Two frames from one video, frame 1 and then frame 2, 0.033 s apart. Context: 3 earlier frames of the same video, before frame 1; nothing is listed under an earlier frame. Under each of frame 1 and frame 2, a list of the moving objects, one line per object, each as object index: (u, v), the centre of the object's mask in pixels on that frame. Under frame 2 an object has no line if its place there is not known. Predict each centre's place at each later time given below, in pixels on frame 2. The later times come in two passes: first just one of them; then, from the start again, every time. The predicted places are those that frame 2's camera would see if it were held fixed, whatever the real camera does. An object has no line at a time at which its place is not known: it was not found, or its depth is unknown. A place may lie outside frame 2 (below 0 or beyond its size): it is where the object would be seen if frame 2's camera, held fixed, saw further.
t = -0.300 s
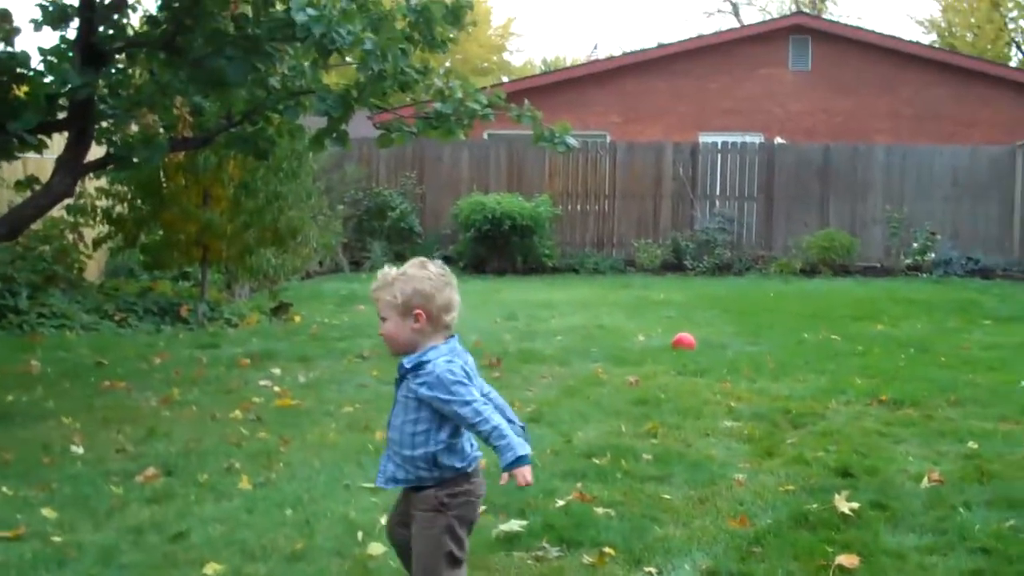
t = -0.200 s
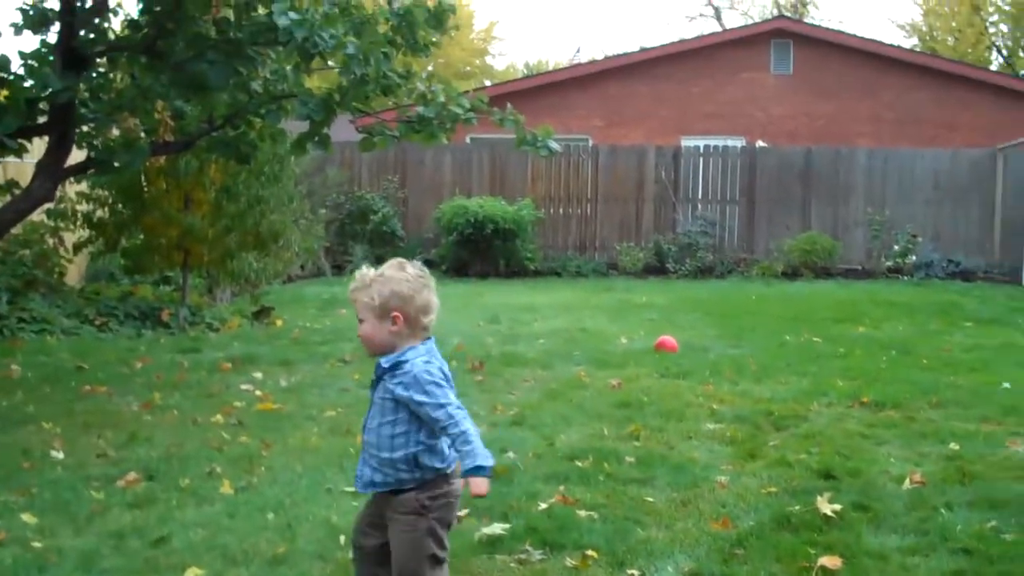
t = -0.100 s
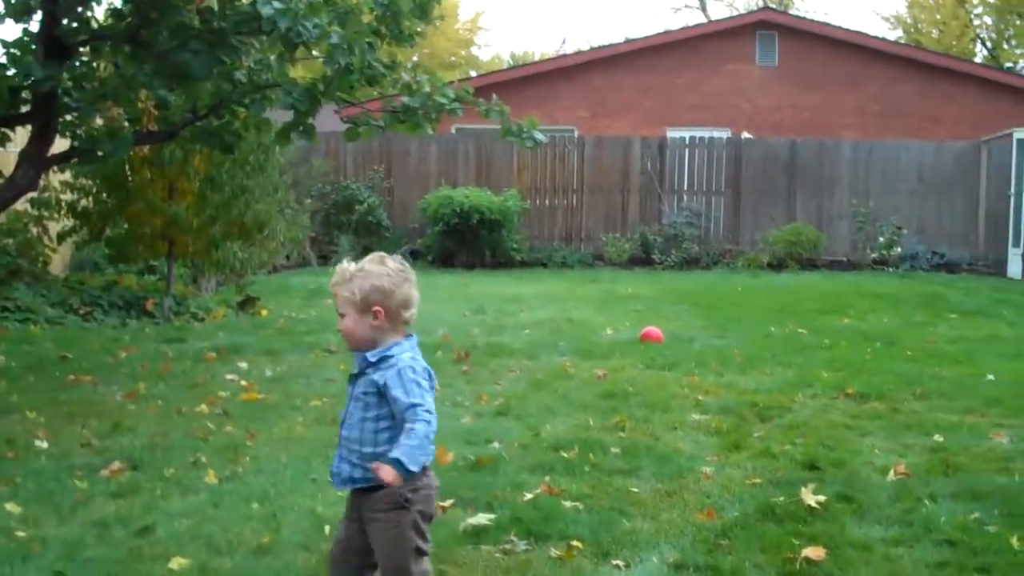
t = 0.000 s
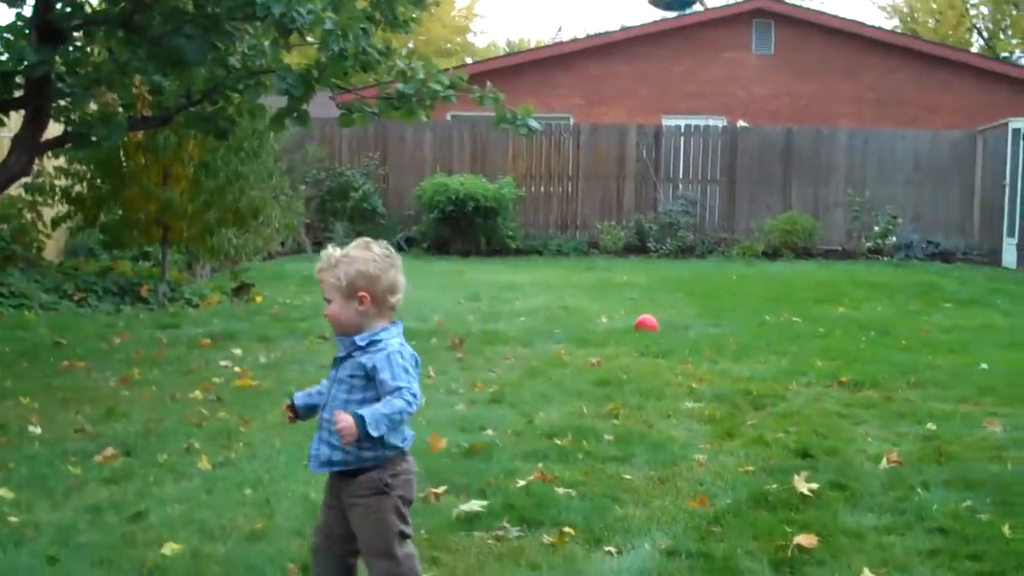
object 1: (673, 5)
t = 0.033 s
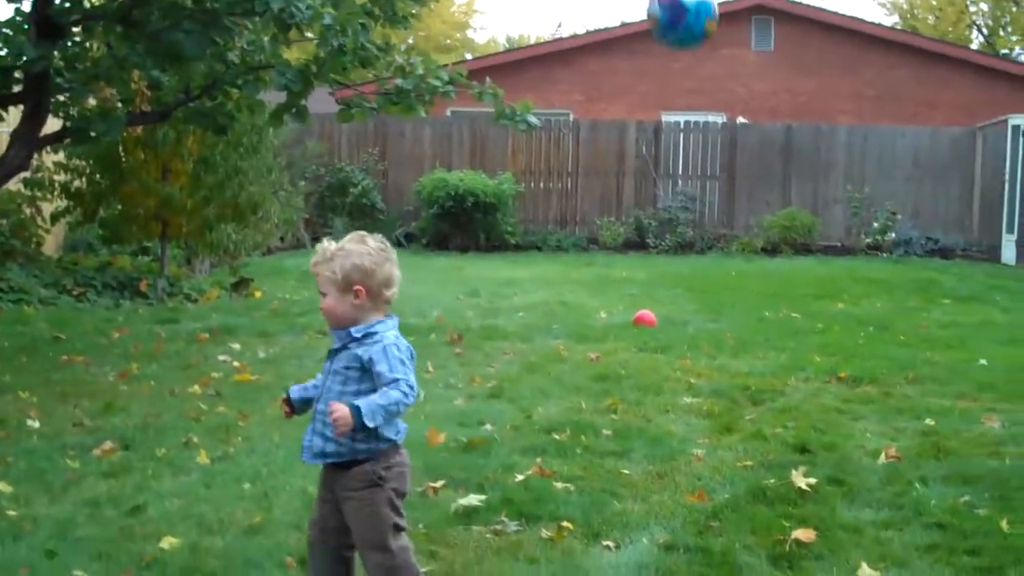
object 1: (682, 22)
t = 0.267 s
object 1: (734, 374)
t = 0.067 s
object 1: (690, 52)
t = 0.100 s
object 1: (698, 98)
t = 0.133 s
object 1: (706, 148)
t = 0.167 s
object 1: (712, 201)
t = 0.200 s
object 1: (718, 256)
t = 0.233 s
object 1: (726, 313)
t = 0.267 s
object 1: (734, 374)
